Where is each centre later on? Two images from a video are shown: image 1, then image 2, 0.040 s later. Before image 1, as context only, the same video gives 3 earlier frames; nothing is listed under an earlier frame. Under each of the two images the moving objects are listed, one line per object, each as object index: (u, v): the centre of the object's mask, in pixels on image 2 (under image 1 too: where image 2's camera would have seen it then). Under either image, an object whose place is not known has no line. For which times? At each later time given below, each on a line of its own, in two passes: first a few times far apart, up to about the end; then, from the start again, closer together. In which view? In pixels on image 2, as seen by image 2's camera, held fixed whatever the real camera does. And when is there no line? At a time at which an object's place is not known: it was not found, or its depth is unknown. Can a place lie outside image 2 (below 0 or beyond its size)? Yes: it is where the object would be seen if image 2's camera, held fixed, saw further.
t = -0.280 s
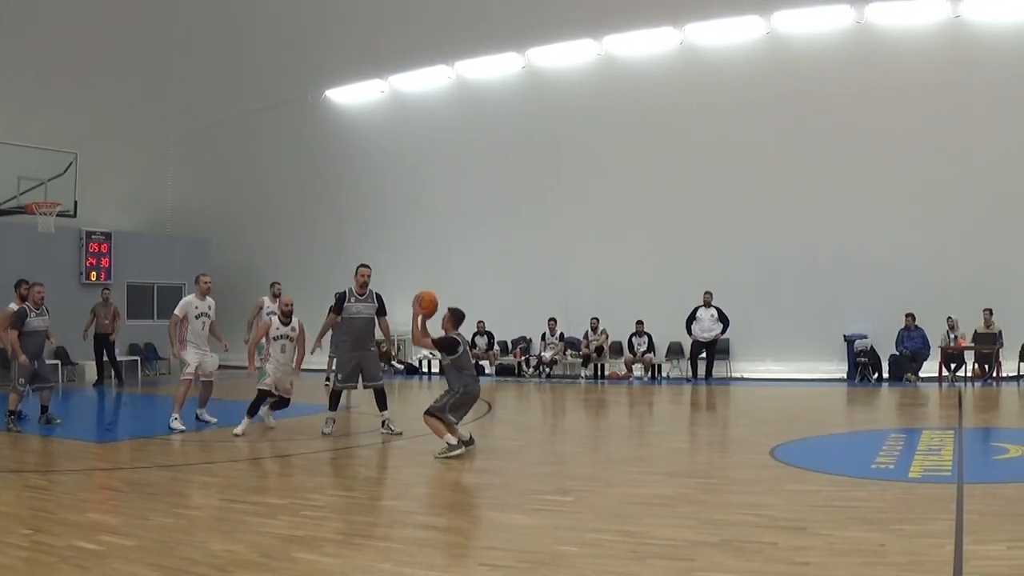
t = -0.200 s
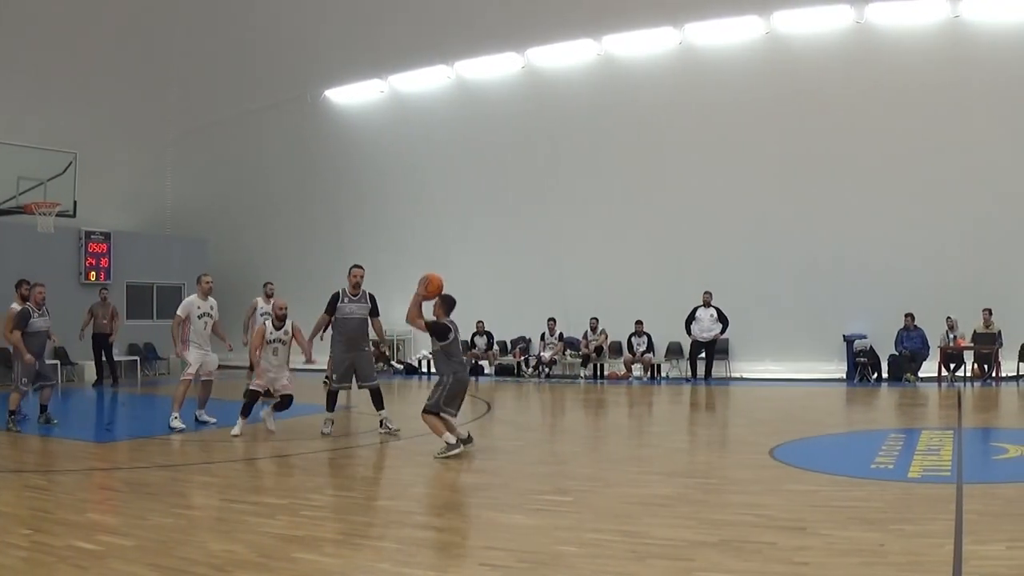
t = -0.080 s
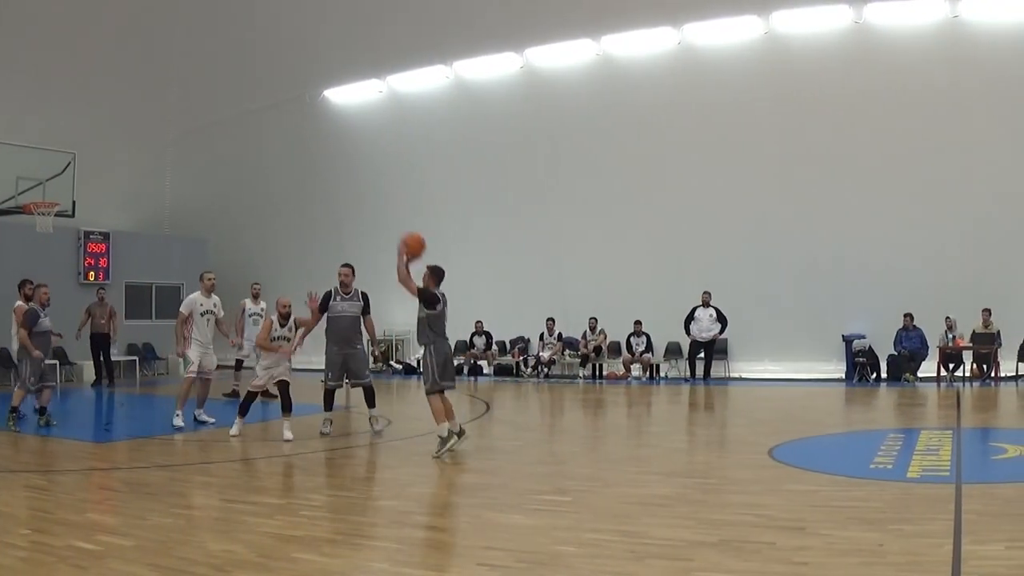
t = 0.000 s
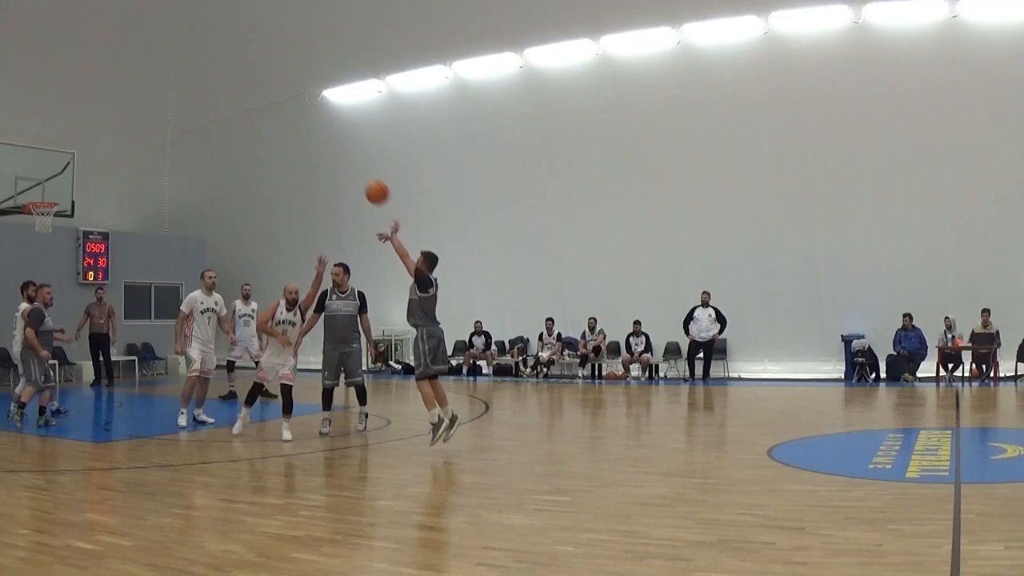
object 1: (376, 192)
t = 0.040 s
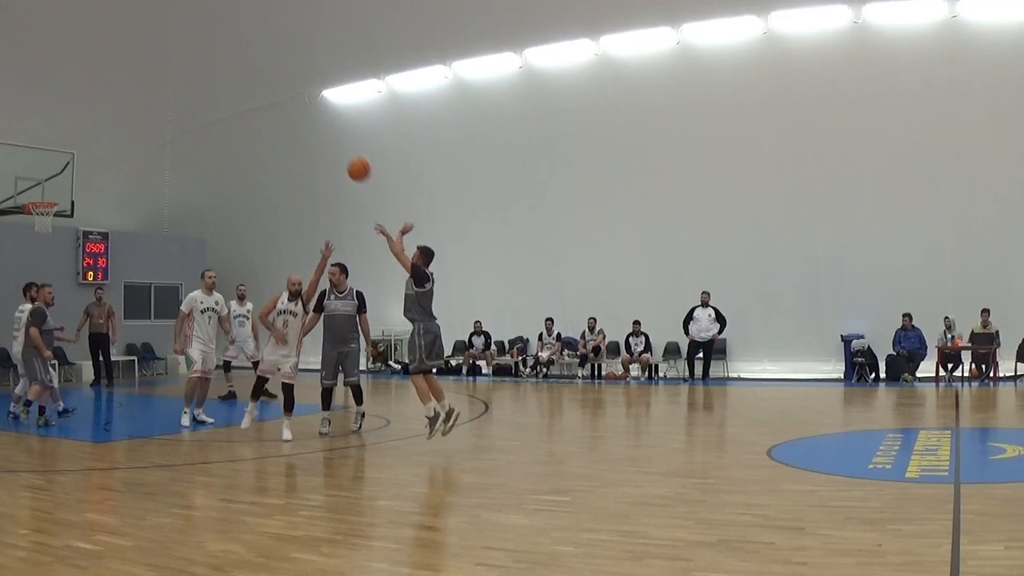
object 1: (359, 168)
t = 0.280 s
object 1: (264, 78)
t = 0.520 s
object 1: (188, 50)
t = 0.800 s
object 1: (117, 74)
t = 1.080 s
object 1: (57, 144)
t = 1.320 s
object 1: (49, 212)
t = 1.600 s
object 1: (35, 228)
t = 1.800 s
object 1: (28, 264)
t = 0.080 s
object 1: (341, 148)
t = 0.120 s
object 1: (325, 130)
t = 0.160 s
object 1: (308, 114)
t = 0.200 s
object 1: (293, 100)
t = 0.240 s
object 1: (278, 88)
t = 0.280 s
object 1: (264, 78)
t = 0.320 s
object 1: (250, 69)
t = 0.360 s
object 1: (237, 62)
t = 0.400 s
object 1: (225, 57)
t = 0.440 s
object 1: (212, 53)
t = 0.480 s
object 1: (200, 51)
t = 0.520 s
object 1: (188, 50)
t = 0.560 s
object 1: (177, 51)
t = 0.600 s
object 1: (166, 52)
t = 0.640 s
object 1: (156, 54)
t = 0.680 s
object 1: (146, 58)
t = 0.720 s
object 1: (135, 63)
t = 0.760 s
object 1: (126, 68)
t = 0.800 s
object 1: (117, 74)
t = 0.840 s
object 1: (108, 81)
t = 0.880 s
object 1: (99, 90)
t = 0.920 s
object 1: (90, 99)
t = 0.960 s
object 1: (82, 109)
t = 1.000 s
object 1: (74, 120)
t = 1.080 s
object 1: (57, 144)
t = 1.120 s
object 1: (49, 157)
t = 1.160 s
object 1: (42, 170)
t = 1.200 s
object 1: (34, 184)
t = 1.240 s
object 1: (36, 193)
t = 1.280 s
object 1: (43, 200)
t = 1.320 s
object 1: (49, 212)
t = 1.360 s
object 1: (49, 212)
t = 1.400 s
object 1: (47, 212)
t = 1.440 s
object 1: (46, 213)
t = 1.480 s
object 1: (42, 216)
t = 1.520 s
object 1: (40, 218)
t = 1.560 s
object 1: (37, 223)
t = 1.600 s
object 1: (35, 228)
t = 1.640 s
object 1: (33, 232)
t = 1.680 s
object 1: (31, 238)
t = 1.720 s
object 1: (30, 247)
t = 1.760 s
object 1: (28, 255)
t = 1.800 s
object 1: (28, 264)
